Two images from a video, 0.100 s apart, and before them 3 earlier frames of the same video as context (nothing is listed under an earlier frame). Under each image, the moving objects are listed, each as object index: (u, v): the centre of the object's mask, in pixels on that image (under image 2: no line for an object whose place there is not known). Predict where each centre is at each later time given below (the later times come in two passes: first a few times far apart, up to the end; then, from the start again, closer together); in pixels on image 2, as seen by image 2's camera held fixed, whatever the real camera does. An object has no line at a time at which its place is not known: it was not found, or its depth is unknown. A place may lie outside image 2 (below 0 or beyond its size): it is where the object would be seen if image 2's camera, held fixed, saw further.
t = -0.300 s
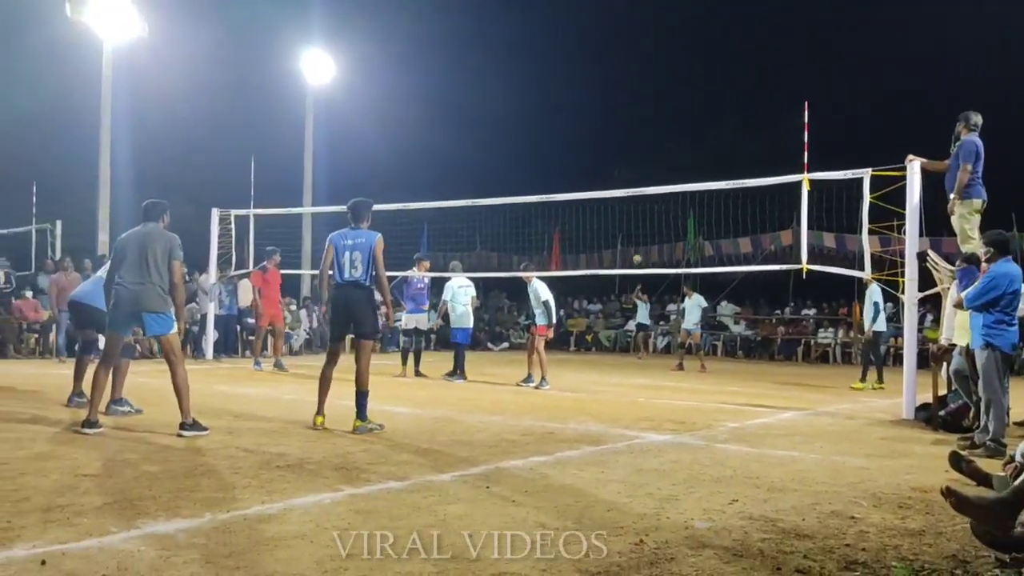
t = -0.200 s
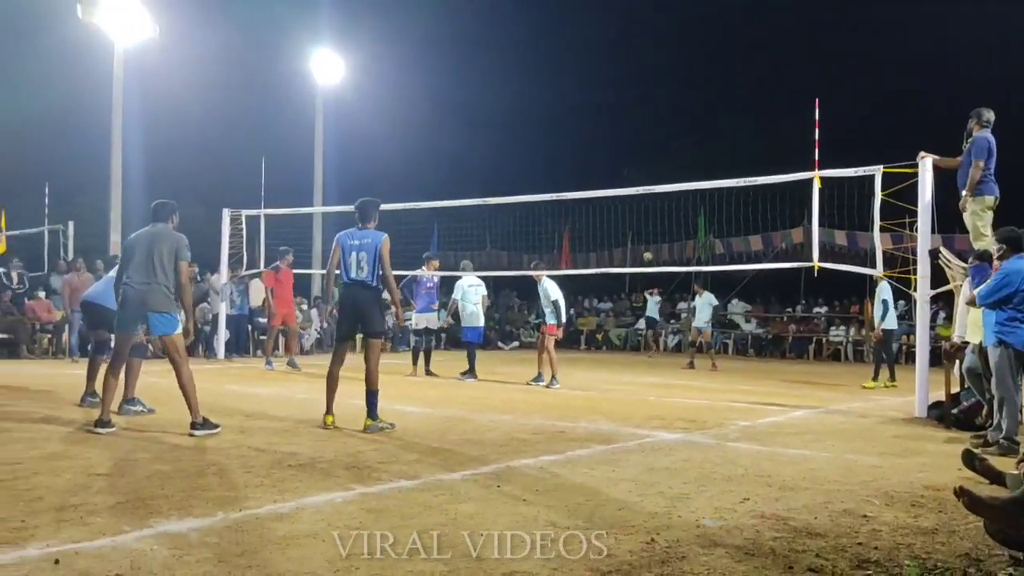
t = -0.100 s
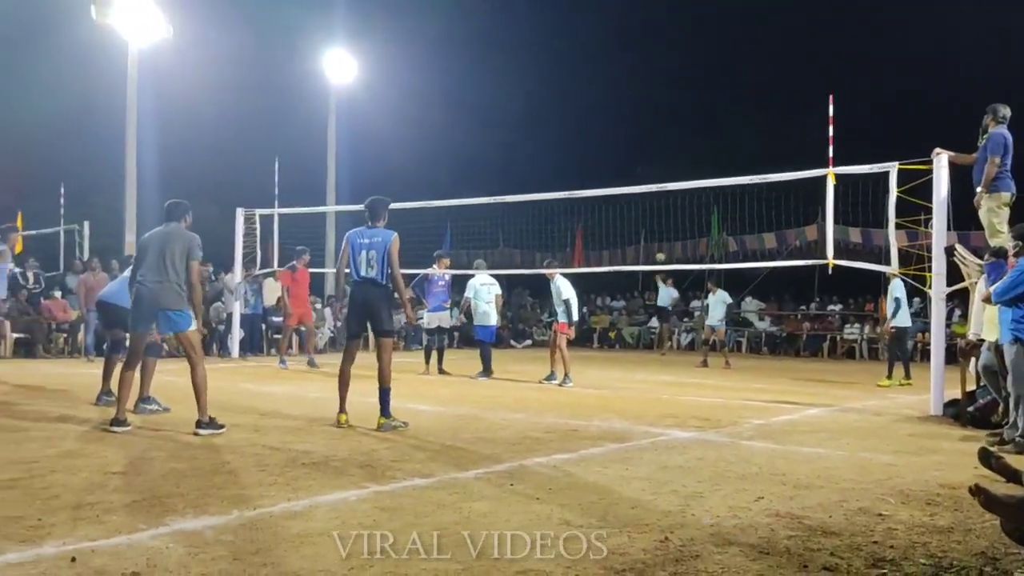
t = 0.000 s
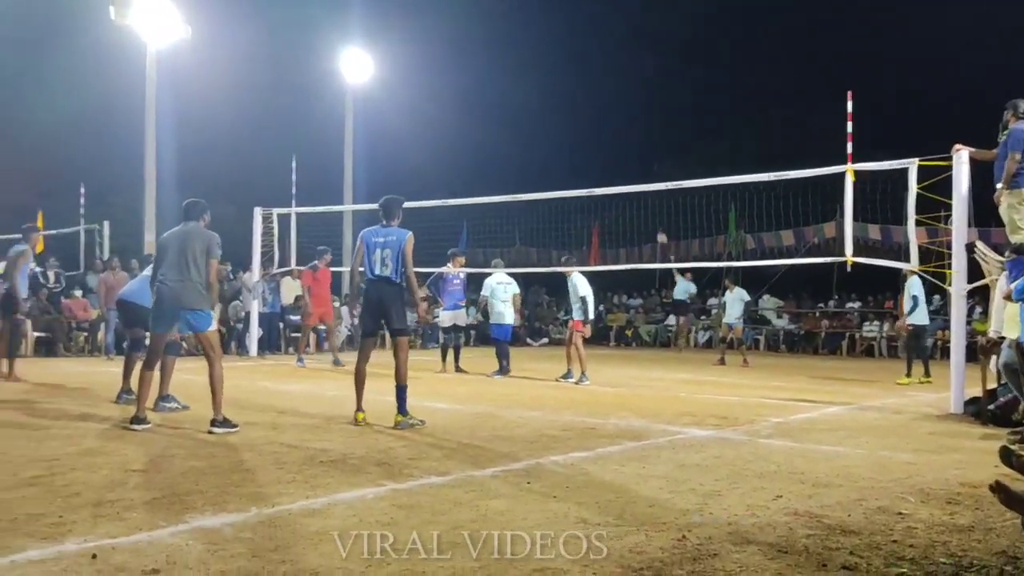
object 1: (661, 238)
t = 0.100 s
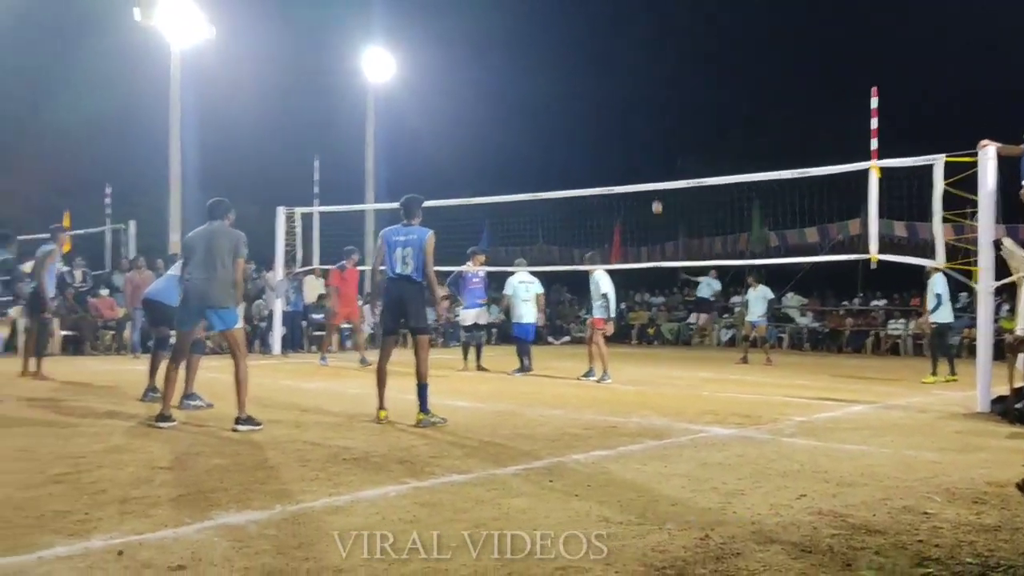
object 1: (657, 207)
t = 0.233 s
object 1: (617, 173)
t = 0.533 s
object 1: (511, 113)
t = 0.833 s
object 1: (374, 101)
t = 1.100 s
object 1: (212, 144)
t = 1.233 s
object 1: (107, 200)
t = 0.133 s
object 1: (647, 198)
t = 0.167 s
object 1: (638, 194)
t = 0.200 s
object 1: (627, 180)
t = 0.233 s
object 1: (617, 173)
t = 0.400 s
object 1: (561, 135)
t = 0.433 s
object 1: (549, 129)
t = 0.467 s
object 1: (536, 123)
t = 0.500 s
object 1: (524, 118)
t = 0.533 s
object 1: (511, 113)
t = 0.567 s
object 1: (497, 109)
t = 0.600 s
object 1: (483, 106)
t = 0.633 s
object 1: (470, 103)
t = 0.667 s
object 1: (454, 101)
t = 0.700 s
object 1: (439, 100)
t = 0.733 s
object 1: (424, 99)
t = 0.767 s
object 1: (408, 98)
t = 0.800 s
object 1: (391, 99)
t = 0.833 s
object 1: (374, 101)
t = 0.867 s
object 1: (356, 102)
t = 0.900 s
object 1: (338, 105)
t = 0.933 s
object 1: (320, 109)
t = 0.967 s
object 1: (300, 114)
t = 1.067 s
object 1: (235, 135)
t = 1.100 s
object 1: (212, 144)
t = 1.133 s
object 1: (188, 156)
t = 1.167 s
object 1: (162, 169)
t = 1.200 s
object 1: (136, 183)
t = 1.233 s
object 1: (107, 200)
